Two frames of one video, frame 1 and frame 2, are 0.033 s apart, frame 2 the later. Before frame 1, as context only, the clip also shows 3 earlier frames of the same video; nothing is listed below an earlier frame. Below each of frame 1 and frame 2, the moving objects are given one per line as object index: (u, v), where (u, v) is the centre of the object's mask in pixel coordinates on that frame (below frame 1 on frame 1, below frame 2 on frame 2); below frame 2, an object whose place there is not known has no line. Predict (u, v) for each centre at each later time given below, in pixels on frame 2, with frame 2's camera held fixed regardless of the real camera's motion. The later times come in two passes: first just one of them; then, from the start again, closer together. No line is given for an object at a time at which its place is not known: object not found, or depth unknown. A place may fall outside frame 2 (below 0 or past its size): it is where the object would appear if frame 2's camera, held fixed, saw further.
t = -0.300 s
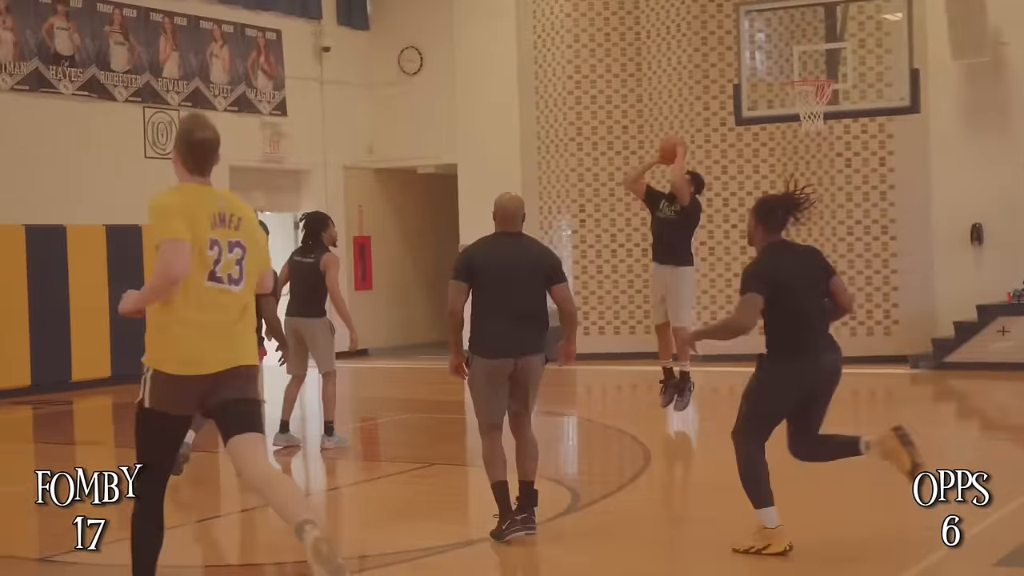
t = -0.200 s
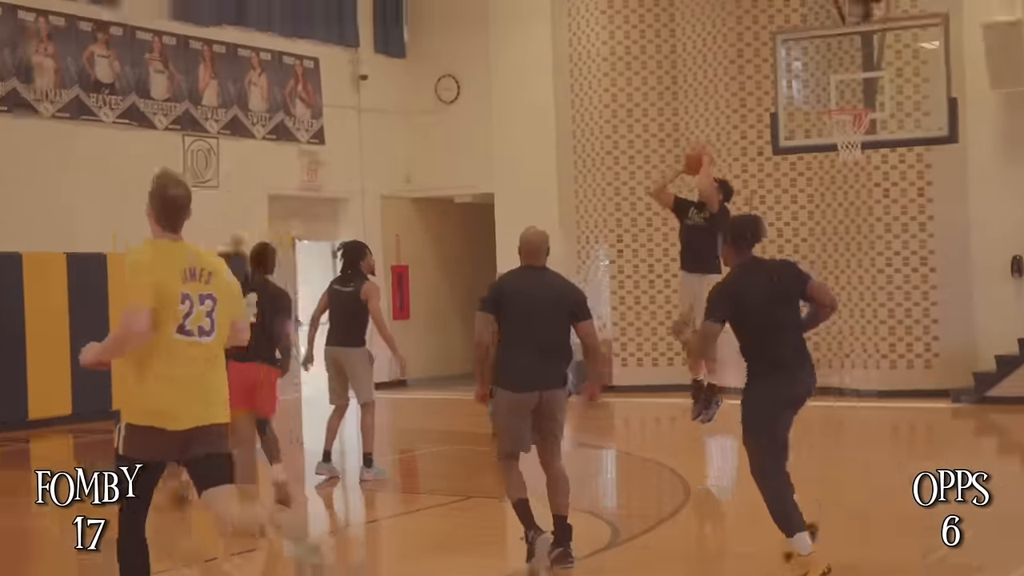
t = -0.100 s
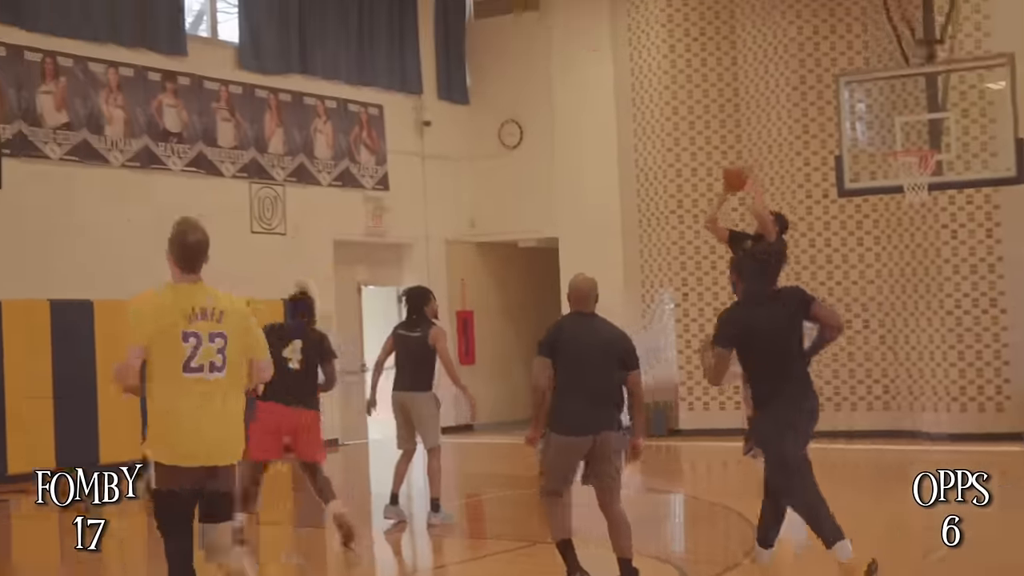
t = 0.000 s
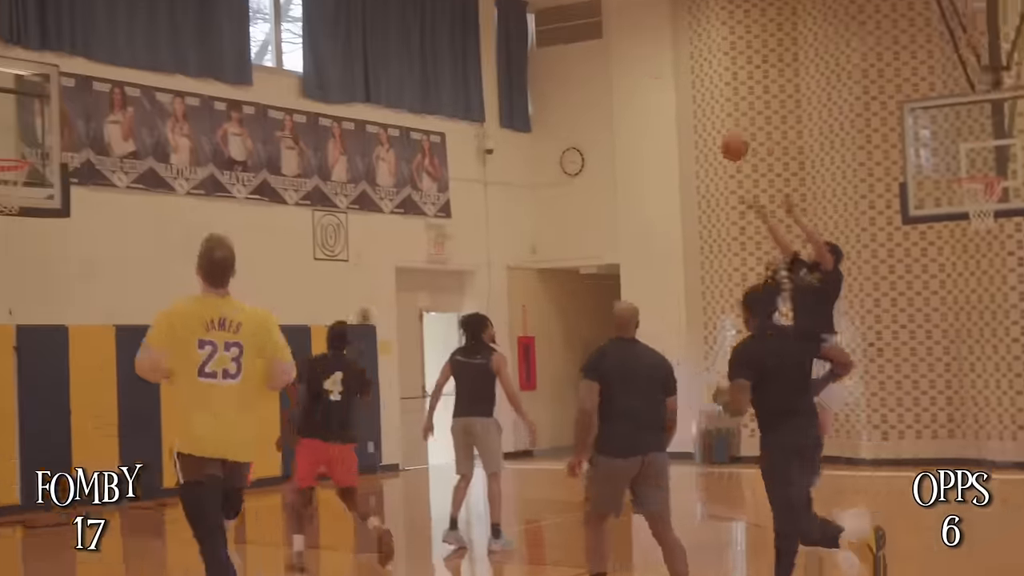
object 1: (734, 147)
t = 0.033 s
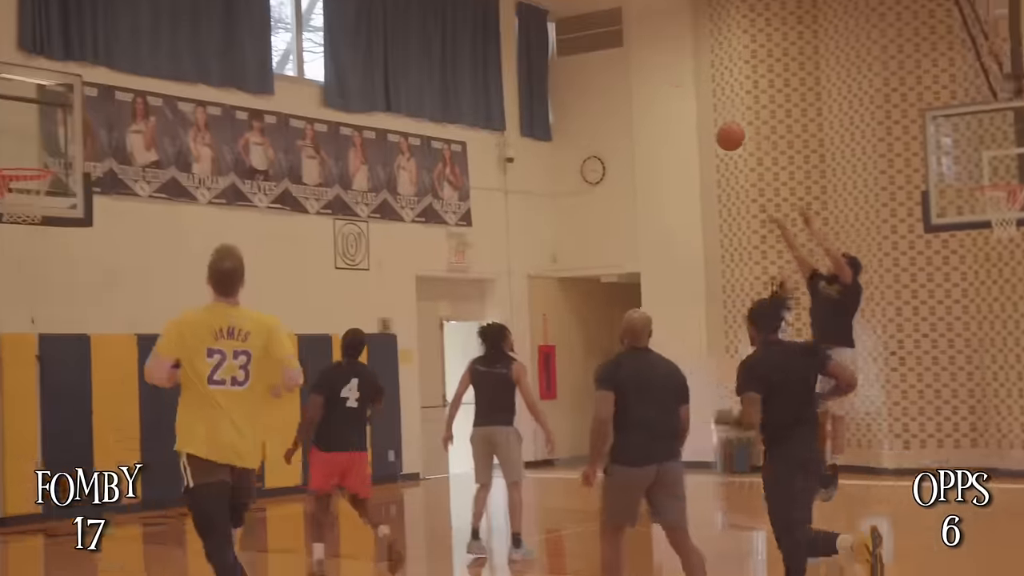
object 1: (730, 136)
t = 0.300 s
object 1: (527, 34)
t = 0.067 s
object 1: (706, 119)
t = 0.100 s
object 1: (680, 102)
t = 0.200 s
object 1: (600, 64)
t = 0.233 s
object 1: (575, 53)
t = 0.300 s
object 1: (527, 34)
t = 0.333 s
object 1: (502, 27)
